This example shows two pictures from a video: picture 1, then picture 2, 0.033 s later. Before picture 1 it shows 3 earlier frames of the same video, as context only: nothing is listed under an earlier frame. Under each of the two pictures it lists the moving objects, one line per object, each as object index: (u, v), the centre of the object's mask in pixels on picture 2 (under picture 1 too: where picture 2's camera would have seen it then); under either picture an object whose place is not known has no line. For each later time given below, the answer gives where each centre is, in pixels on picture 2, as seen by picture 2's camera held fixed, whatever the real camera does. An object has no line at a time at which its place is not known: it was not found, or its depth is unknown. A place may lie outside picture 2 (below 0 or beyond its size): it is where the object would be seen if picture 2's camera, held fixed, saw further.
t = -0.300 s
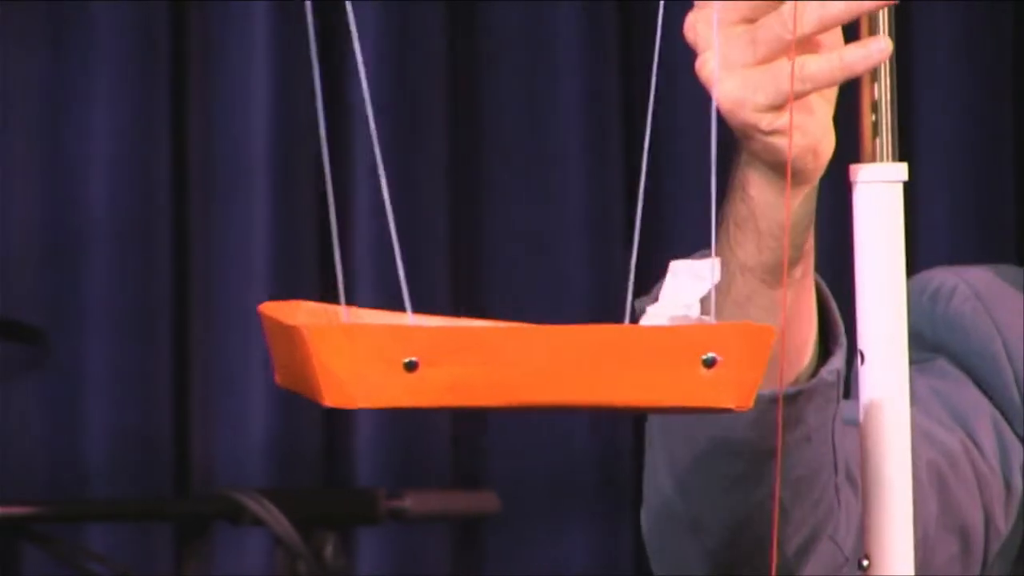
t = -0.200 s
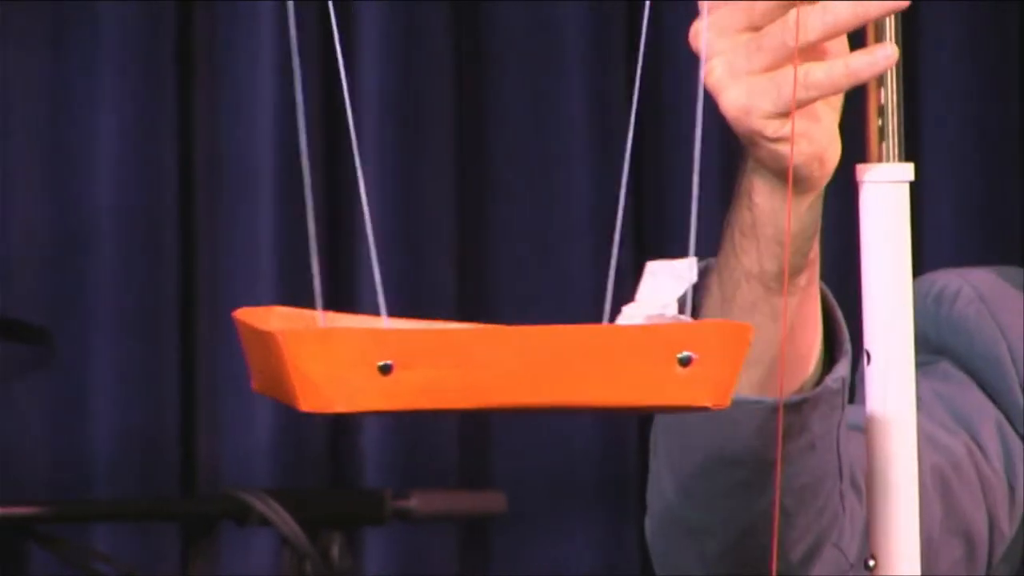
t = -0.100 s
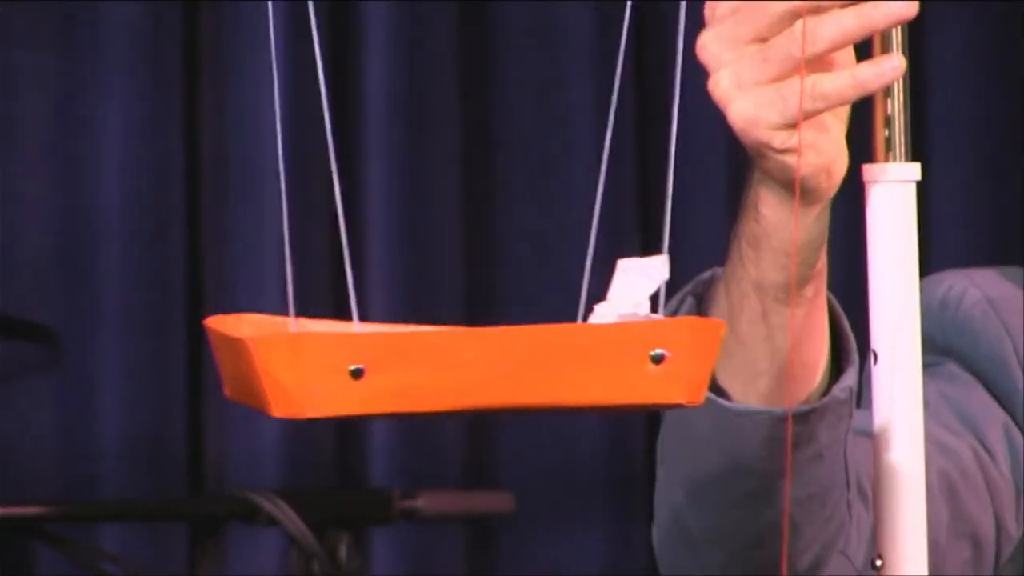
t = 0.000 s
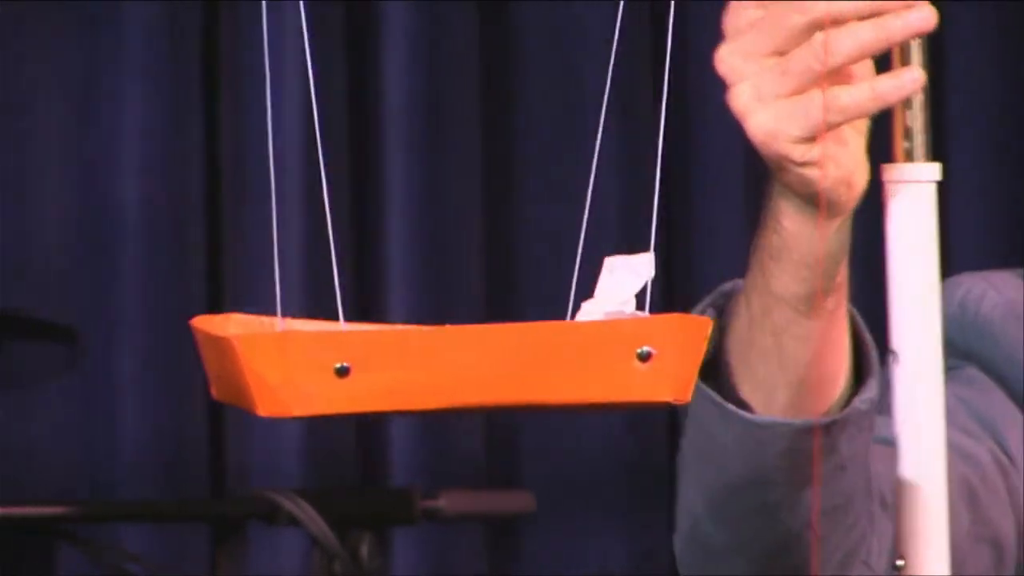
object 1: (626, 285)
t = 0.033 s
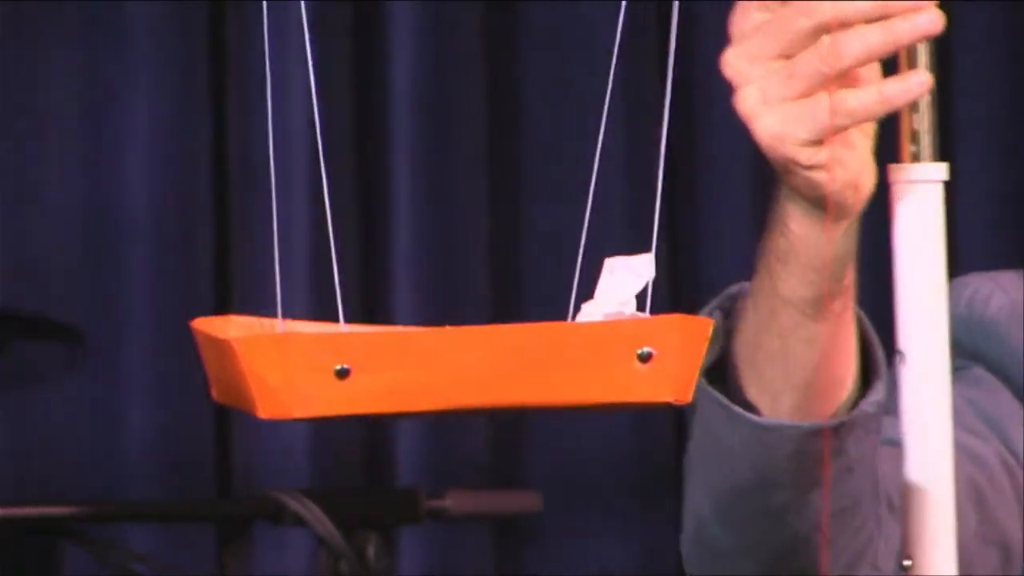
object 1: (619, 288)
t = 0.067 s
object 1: (603, 291)
